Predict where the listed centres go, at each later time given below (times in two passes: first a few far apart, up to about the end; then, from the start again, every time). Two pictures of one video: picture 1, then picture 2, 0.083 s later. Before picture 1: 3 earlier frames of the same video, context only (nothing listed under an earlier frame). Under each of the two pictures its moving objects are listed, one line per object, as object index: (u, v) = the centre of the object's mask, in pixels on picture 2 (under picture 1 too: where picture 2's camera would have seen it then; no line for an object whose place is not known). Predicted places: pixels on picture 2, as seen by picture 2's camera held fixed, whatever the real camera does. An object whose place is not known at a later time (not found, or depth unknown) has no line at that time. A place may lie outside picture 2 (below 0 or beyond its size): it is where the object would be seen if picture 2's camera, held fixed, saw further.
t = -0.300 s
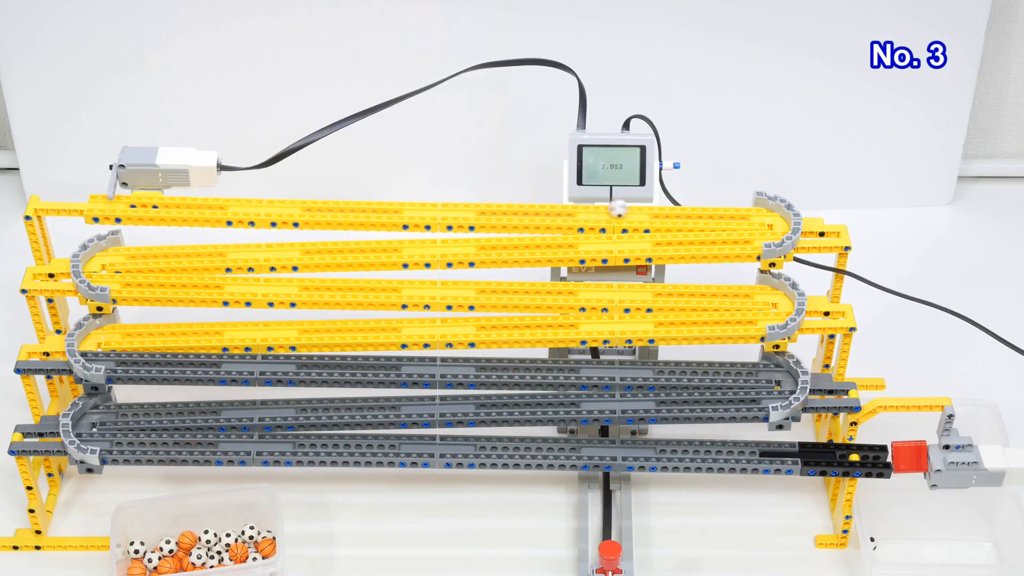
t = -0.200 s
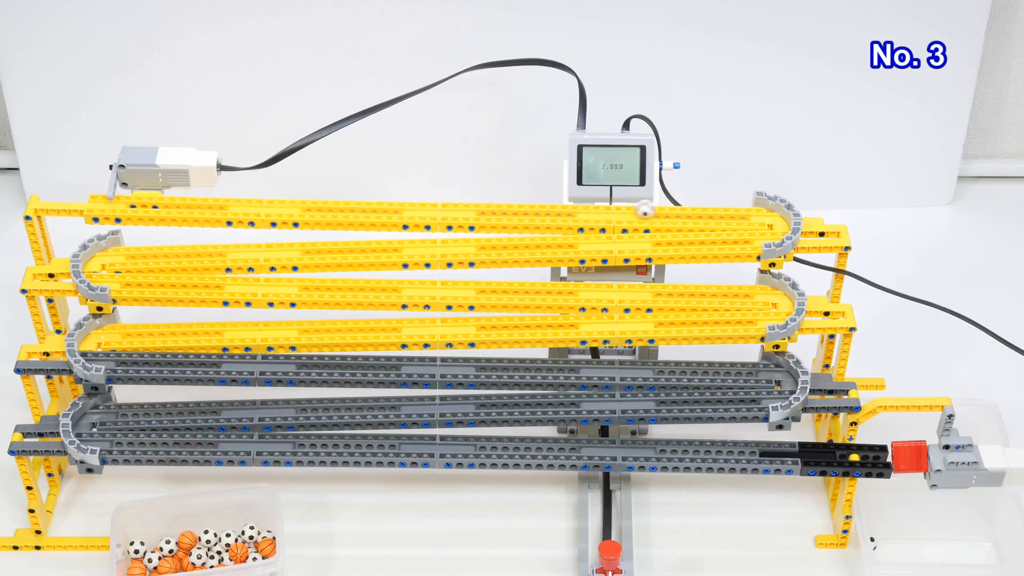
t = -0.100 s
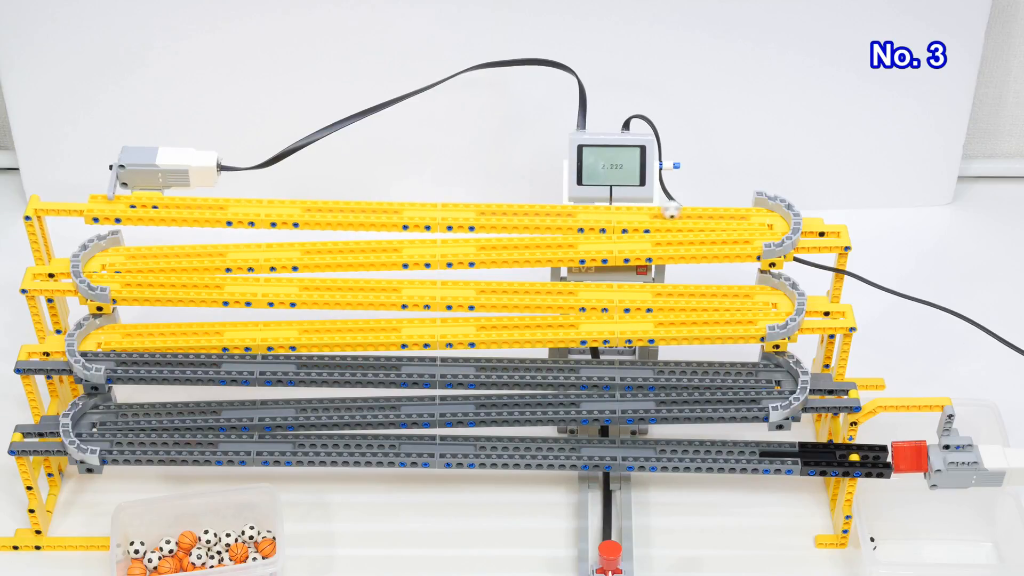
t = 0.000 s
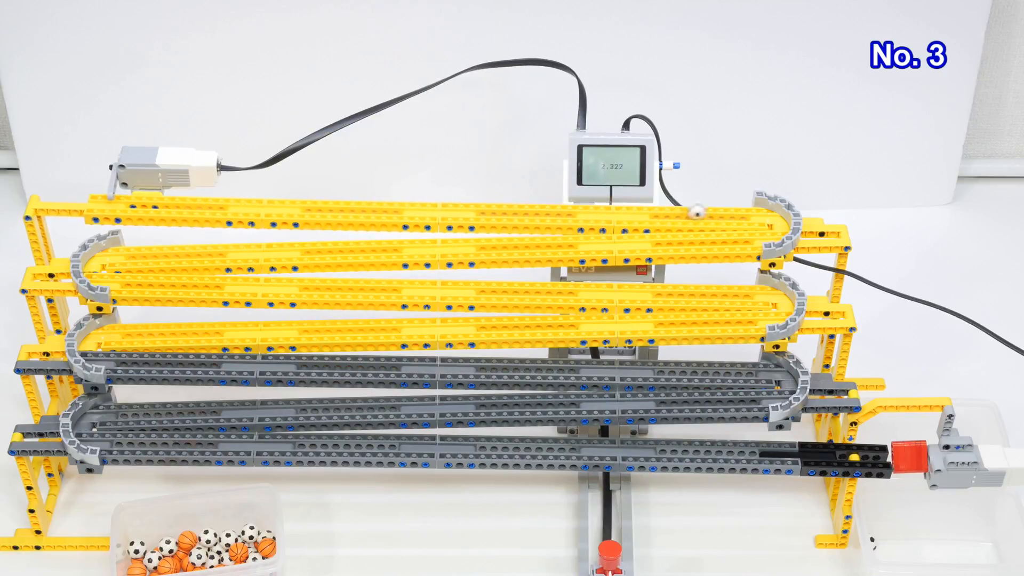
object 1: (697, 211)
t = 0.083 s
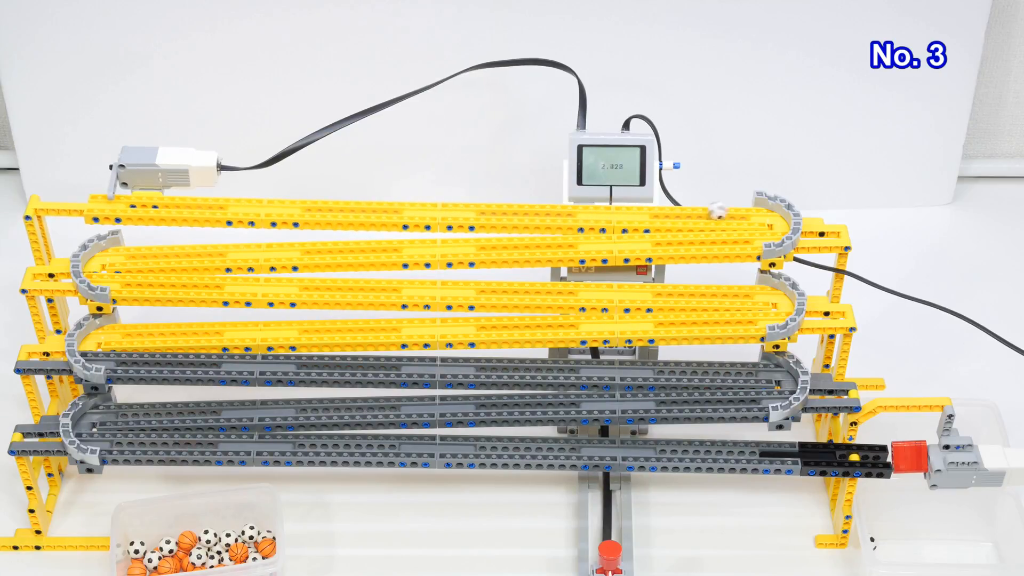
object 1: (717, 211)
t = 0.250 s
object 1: (761, 211)
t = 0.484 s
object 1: (779, 230)
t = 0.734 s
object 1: (743, 235)
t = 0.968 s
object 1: (708, 236)
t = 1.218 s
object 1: (667, 237)
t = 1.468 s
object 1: (623, 238)
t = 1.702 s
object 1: (581, 239)
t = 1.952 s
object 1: (536, 241)
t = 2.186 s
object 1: (492, 242)
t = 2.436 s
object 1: (444, 243)
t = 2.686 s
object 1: (393, 244)
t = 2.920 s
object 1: (345, 245)
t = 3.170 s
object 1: (292, 246)
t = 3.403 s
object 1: (241, 248)
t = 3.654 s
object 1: (183, 249)
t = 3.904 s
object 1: (124, 251)
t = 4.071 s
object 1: (92, 262)
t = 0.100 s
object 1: (722, 211)
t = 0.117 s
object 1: (727, 211)
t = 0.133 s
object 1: (730, 211)
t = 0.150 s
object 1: (735, 211)
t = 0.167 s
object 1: (739, 211)
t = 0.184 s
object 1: (743, 211)
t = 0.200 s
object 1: (748, 211)
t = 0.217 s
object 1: (752, 211)
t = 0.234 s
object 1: (757, 211)
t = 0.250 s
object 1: (761, 211)
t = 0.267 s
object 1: (765, 211)
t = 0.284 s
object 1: (769, 211)
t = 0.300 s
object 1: (773, 213)
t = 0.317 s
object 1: (776, 214)
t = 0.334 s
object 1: (778, 217)
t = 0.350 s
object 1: (780, 219)
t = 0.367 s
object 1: (781, 221)
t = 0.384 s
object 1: (781, 222)
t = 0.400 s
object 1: (781, 224)
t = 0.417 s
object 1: (780, 225)
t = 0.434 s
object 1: (780, 226)
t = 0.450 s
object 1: (780, 227)
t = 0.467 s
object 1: (780, 229)
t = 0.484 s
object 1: (779, 230)
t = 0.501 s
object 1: (777, 232)
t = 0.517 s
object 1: (776, 233)
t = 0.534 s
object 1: (773, 233)
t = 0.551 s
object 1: (771, 233)
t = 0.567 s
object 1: (768, 234)
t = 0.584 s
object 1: (766, 234)
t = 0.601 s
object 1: (764, 234)
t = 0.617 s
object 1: (761, 234)
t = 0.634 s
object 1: (758, 235)
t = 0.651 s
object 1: (756, 235)
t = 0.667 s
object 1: (753, 235)
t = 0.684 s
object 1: (751, 235)
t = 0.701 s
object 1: (748, 235)
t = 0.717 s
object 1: (746, 235)
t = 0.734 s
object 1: (743, 235)
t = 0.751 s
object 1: (741, 235)
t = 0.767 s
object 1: (738, 235)
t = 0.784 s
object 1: (736, 235)
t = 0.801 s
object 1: (734, 235)
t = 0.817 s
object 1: (731, 236)
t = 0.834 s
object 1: (728, 236)
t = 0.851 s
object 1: (726, 236)
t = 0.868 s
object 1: (723, 236)
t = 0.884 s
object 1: (720, 236)
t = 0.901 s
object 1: (718, 236)
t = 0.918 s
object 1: (716, 236)
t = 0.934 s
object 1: (713, 236)
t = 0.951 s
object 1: (710, 236)
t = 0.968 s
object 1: (708, 236)
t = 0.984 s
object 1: (705, 236)
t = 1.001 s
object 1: (702, 236)
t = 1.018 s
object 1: (700, 236)
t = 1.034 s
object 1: (697, 236)
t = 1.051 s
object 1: (694, 236)
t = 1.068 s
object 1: (691, 236)
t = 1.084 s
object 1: (689, 236)
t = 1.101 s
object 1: (686, 236)
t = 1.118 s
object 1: (684, 236)
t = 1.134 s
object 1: (681, 237)
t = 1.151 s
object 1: (678, 236)
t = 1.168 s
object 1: (675, 237)
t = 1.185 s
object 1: (673, 237)
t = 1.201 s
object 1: (670, 237)
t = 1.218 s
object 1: (667, 237)
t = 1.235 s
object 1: (664, 237)
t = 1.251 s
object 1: (661, 237)
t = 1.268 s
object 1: (658, 237)
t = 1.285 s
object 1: (656, 237)
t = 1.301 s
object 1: (653, 237)
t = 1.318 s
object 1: (650, 237)
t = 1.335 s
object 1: (647, 238)
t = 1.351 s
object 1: (644, 237)
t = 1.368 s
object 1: (642, 237)
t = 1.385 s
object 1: (639, 237)
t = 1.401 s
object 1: (636, 238)
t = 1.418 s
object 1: (632, 238)
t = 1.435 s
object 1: (630, 238)
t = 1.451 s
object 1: (626, 238)
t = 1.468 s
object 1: (623, 238)
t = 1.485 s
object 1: (620, 238)
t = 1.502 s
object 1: (617, 238)
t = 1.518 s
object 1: (614, 238)
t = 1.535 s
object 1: (611, 238)
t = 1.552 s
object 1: (608, 238)
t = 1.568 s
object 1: (605, 238)
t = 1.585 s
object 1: (602, 239)
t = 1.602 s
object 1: (599, 239)
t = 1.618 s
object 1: (597, 238)
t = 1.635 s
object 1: (593, 239)
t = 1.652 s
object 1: (591, 239)
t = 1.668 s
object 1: (588, 239)
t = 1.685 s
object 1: (585, 239)
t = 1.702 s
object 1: (581, 239)
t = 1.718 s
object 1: (578, 239)
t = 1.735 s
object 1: (575, 239)
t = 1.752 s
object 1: (572, 239)
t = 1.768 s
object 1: (569, 239)
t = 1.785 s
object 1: (566, 240)
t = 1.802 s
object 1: (563, 240)
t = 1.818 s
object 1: (560, 240)
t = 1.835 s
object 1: (557, 240)
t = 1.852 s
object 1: (554, 240)
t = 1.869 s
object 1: (551, 240)
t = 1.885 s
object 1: (548, 240)
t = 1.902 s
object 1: (545, 240)
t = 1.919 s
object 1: (542, 240)
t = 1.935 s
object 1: (539, 240)
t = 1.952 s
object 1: (536, 241)
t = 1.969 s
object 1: (533, 241)
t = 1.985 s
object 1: (530, 241)
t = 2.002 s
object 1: (527, 241)
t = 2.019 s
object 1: (524, 241)
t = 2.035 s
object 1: (520, 241)
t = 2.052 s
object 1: (517, 241)
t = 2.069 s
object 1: (514, 241)
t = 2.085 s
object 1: (511, 241)
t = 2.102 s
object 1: (508, 241)
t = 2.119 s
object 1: (505, 241)
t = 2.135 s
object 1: (502, 241)
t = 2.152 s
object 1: (499, 242)
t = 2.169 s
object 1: (495, 242)
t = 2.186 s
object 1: (492, 242)
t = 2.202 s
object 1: (489, 242)
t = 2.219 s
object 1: (486, 242)
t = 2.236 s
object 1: (483, 242)
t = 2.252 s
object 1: (479, 242)
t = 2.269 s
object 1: (477, 242)
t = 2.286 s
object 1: (473, 243)
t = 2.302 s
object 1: (470, 242)
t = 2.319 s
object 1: (467, 243)
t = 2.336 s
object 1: (463, 244)
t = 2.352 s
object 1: (460, 243)
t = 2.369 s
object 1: (457, 243)
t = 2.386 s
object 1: (453, 243)
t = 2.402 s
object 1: (450, 243)
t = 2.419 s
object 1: (447, 243)
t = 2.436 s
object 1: (444, 243)
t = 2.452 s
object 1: (440, 242)
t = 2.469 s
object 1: (437, 243)
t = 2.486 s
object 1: (433, 244)
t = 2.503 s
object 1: (430, 243)
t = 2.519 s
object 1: (427, 243)
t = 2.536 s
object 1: (423, 243)
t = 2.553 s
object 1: (420, 243)
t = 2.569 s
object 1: (417, 244)
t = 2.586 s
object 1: (413, 243)
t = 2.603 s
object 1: (409, 244)
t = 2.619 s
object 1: (407, 243)
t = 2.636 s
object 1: (403, 244)
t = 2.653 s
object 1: (399, 244)
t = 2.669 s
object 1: (397, 243)
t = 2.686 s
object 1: (393, 244)
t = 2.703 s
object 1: (390, 244)
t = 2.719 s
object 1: (387, 244)
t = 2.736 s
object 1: (383, 244)
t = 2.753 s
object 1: (380, 244)
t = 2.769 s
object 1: (376, 244)
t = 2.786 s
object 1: (373, 244)
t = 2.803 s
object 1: (370, 245)
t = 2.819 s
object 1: (366, 244)
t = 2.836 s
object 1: (363, 245)
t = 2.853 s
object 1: (359, 245)
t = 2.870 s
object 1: (356, 244)
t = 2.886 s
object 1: (352, 245)
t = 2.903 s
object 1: (349, 245)
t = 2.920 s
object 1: (345, 245)
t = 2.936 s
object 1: (342, 245)
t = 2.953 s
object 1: (339, 245)
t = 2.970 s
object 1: (335, 245)
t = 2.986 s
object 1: (332, 245)
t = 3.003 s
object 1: (329, 245)
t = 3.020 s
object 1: (325, 245)
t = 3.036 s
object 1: (322, 245)
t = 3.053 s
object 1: (317, 246)
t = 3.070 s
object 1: (314, 245)
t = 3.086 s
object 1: (310, 246)
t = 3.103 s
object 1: (306, 246)
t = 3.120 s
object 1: (303, 246)
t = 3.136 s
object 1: (300, 246)
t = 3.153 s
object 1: (296, 246)
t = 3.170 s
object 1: (292, 246)
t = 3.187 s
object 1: (289, 247)
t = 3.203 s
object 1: (285, 247)
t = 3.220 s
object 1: (281, 246)
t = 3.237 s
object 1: (277, 247)
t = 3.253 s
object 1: (274, 246)
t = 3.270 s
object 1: (270, 247)
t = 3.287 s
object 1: (266, 247)
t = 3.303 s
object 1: (263, 247)
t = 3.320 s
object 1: (259, 247)
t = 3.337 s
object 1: (255, 248)
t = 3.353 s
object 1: (252, 247)
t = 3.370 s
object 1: (248, 248)
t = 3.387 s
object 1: (244, 248)
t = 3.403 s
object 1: (241, 248)
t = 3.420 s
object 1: (237, 248)
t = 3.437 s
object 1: (233, 248)
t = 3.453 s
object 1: (229, 248)
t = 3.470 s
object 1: (225, 248)
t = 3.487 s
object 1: (222, 248)
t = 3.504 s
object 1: (218, 248)
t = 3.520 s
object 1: (214, 248)
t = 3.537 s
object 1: (210, 249)
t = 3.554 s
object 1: (206, 249)
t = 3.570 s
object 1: (203, 248)
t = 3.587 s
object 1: (199, 249)
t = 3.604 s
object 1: (195, 249)
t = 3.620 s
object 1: (191, 249)
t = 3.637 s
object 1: (187, 248)
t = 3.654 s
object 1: (183, 249)
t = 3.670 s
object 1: (180, 249)
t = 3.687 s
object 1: (176, 249)
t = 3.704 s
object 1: (172, 249)
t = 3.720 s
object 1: (168, 249)
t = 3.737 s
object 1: (164, 250)
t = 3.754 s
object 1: (160, 249)
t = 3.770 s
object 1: (156, 250)
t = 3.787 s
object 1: (152, 250)
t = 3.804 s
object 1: (148, 250)
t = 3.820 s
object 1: (145, 251)
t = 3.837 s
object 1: (140, 250)
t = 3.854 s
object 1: (136, 250)
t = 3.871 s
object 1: (132, 251)
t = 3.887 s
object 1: (128, 251)
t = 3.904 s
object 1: (124, 251)
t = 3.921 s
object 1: (119, 251)
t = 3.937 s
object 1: (115, 251)
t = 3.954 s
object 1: (111, 251)
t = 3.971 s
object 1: (107, 252)
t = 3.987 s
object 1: (102, 253)
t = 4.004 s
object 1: (98, 255)
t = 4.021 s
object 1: (96, 256)
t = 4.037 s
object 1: (93, 258)
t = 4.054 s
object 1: (92, 261)
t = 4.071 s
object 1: (92, 262)
